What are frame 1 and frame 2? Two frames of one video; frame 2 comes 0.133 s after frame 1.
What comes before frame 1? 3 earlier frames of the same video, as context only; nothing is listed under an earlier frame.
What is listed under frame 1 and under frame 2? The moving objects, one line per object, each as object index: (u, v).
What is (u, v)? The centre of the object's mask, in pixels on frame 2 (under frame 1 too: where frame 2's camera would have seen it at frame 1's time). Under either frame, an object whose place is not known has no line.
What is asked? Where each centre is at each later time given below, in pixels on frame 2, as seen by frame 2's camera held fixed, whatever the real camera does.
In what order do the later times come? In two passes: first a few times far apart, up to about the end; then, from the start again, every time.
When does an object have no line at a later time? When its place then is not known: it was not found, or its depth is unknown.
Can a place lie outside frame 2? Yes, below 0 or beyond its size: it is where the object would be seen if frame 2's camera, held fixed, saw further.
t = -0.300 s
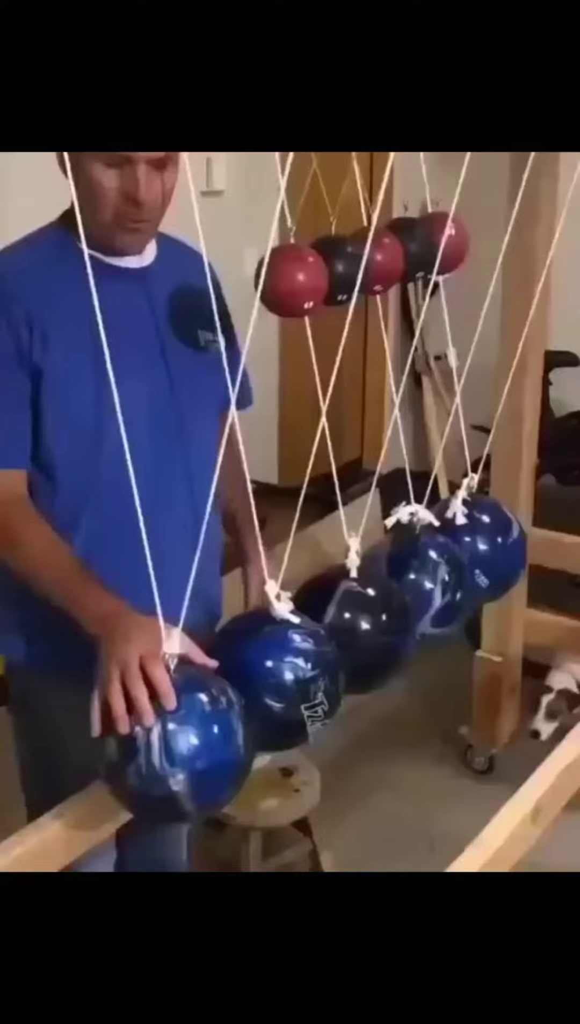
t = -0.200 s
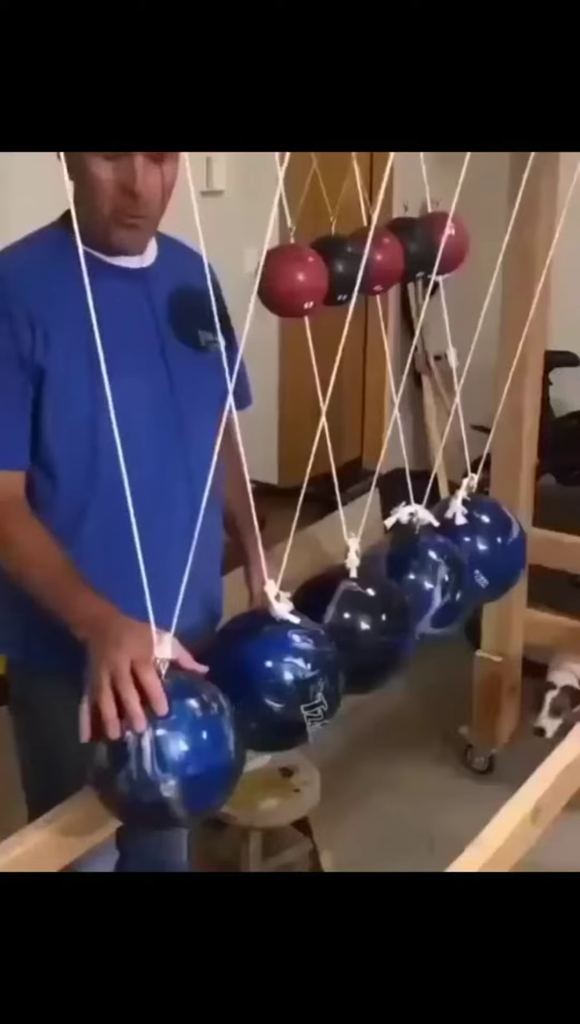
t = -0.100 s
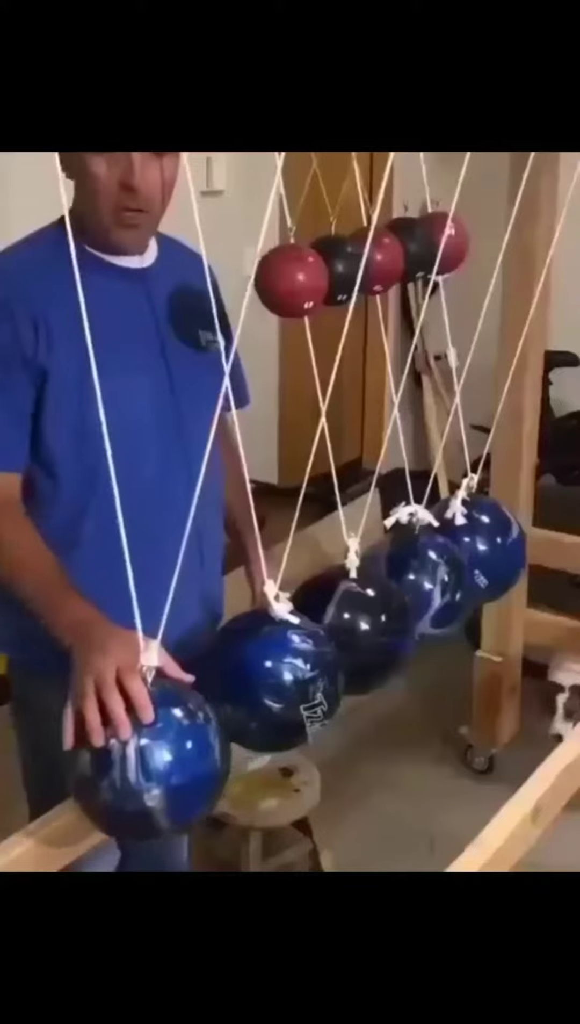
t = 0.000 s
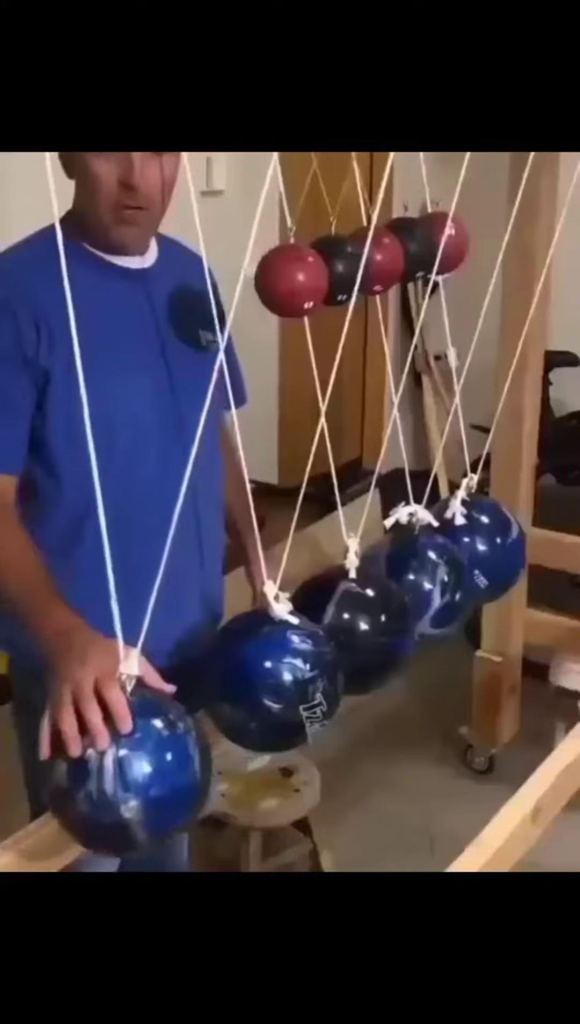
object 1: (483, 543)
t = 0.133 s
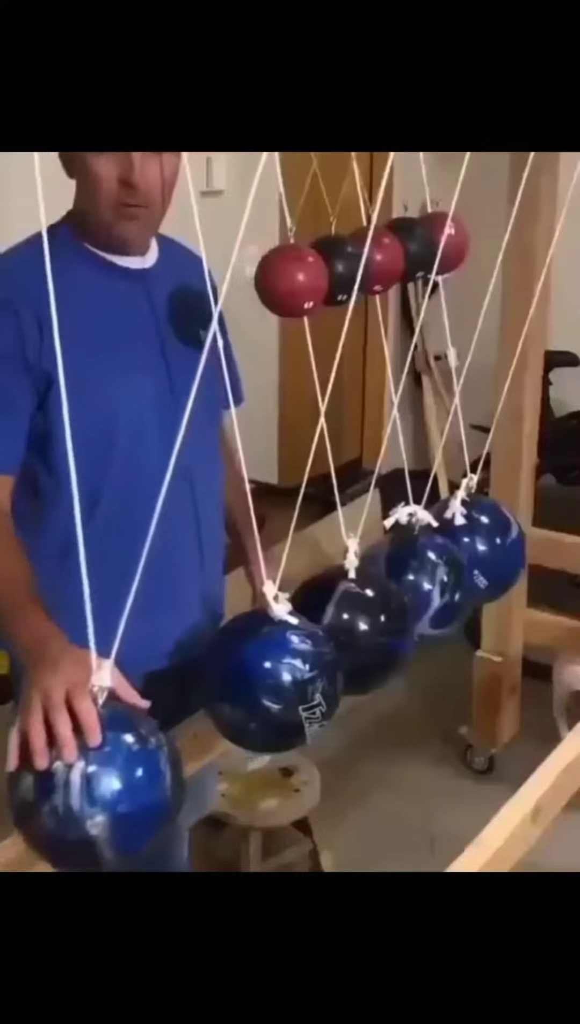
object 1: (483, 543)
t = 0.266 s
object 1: (483, 544)
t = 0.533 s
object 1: (483, 543)
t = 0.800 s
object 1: (483, 543)
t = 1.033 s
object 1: (485, 542)
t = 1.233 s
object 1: (502, 522)
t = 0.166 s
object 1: (483, 544)
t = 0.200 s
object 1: (483, 544)
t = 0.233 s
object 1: (483, 544)
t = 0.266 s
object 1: (483, 544)
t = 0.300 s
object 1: (483, 544)
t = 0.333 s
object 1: (483, 543)
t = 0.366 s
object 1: (483, 544)
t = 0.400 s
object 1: (483, 544)
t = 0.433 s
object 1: (483, 544)
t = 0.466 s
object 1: (483, 543)
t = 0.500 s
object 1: (483, 543)
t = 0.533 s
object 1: (483, 543)
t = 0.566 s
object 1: (483, 543)
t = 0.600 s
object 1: (483, 543)
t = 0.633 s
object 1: (483, 543)
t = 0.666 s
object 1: (483, 543)
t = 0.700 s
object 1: (483, 543)
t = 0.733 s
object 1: (483, 543)
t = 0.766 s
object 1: (483, 543)
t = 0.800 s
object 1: (483, 543)
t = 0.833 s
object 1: (483, 544)
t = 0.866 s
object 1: (483, 544)
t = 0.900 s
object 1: (483, 543)
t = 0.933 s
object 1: (483, 544)
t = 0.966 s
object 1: (483, 544)
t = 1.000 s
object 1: (483, 543)
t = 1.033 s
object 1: (485, 542)
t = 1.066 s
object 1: (487, 540)
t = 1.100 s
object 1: (490, 537)
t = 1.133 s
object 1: (493, 533)
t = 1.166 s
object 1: (496, 529)
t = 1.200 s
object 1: (499, 526)
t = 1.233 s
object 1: (502, 522)
